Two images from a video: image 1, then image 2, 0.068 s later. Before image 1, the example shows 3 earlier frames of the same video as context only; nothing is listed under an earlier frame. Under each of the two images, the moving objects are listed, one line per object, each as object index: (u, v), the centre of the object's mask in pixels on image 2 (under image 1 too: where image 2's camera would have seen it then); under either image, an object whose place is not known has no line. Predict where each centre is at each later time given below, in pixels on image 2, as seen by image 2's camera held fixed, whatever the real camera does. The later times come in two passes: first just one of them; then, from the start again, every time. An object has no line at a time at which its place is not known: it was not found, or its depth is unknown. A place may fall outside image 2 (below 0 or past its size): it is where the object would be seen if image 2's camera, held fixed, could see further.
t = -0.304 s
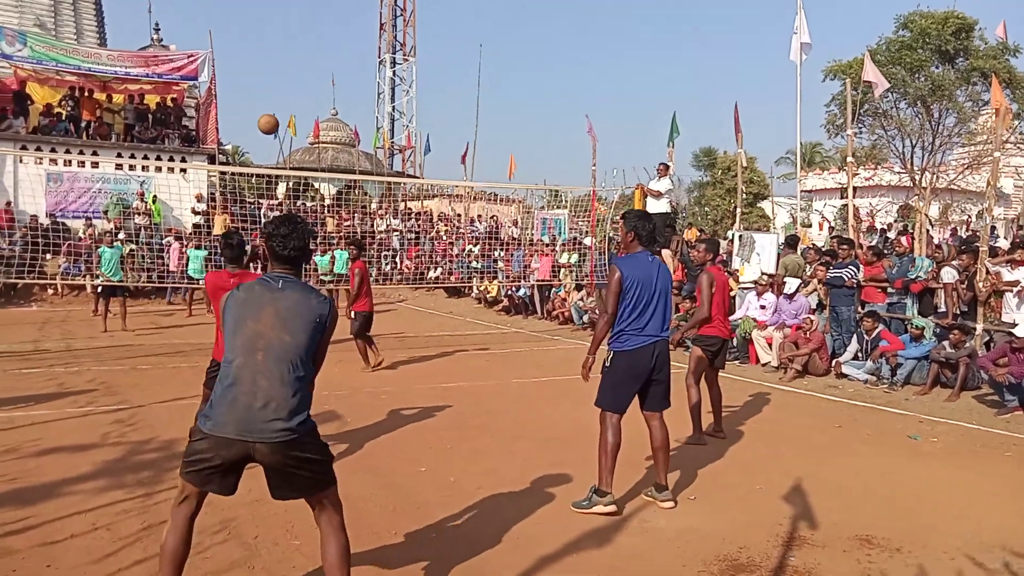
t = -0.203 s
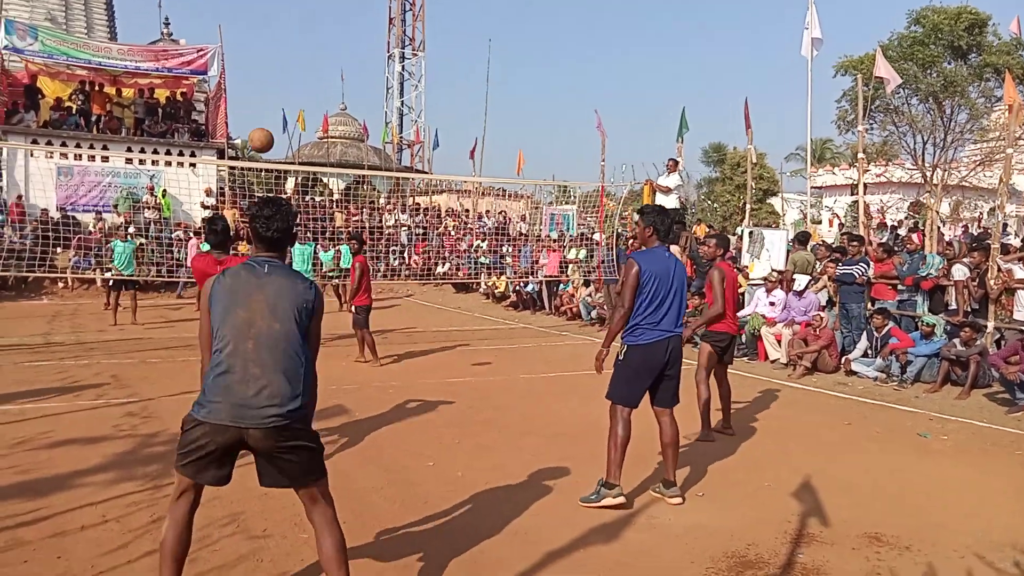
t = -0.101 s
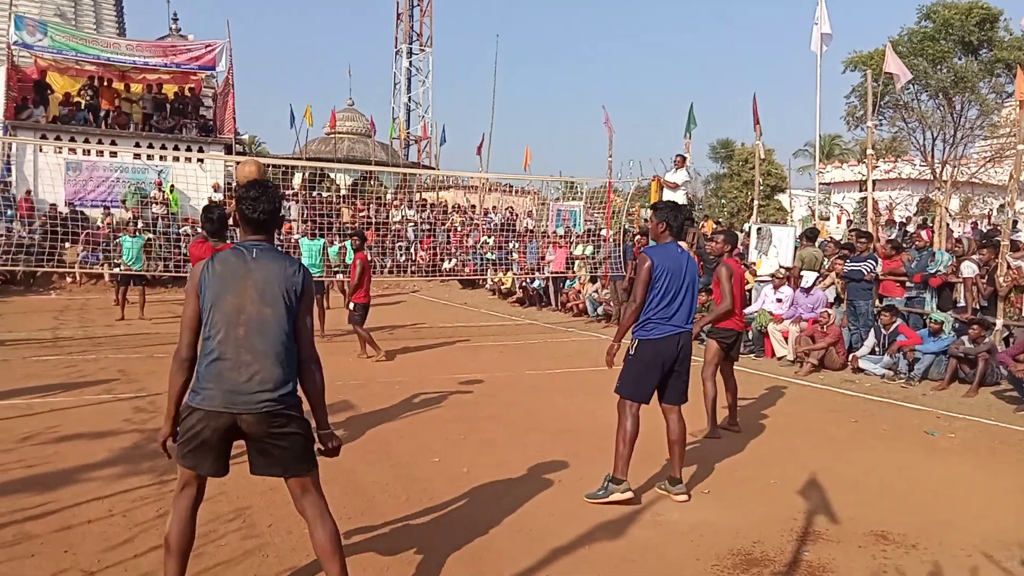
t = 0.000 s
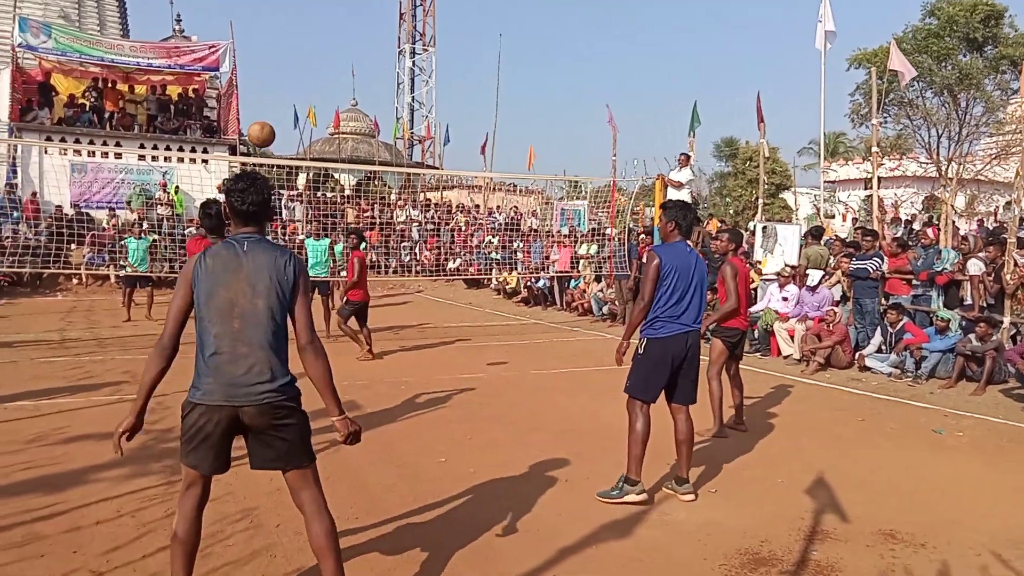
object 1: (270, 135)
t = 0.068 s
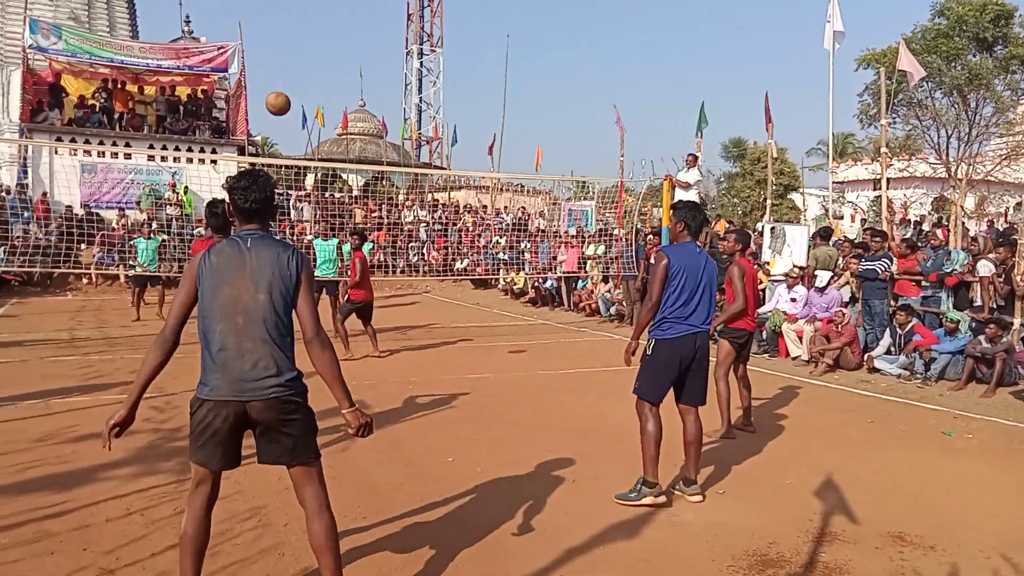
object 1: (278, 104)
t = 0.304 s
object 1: (298, 64)
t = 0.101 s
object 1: (281, 92)
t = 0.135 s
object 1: (285, 83)
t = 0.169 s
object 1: (289, 76)
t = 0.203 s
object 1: (292, 71)
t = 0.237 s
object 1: (294, 67)
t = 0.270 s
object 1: (296, 65)
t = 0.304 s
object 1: (298, 64)
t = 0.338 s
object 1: (299, 64)
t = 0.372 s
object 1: (301, 65)
